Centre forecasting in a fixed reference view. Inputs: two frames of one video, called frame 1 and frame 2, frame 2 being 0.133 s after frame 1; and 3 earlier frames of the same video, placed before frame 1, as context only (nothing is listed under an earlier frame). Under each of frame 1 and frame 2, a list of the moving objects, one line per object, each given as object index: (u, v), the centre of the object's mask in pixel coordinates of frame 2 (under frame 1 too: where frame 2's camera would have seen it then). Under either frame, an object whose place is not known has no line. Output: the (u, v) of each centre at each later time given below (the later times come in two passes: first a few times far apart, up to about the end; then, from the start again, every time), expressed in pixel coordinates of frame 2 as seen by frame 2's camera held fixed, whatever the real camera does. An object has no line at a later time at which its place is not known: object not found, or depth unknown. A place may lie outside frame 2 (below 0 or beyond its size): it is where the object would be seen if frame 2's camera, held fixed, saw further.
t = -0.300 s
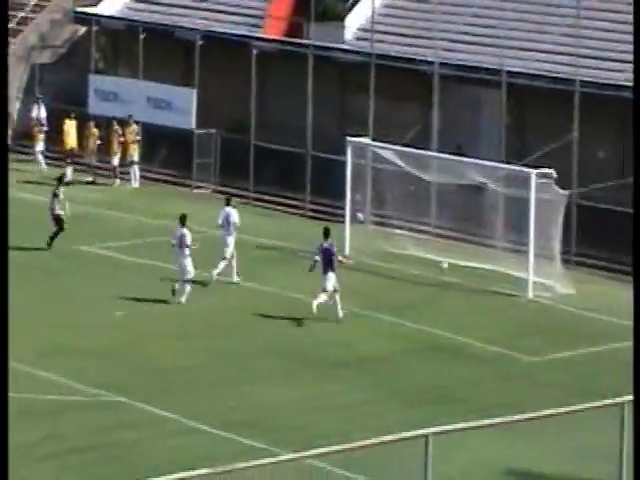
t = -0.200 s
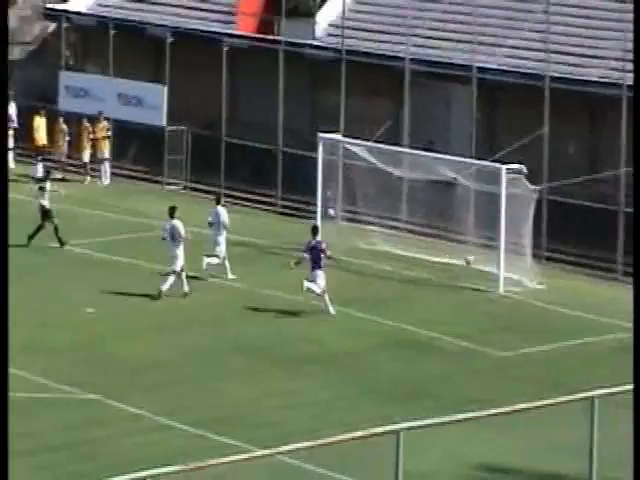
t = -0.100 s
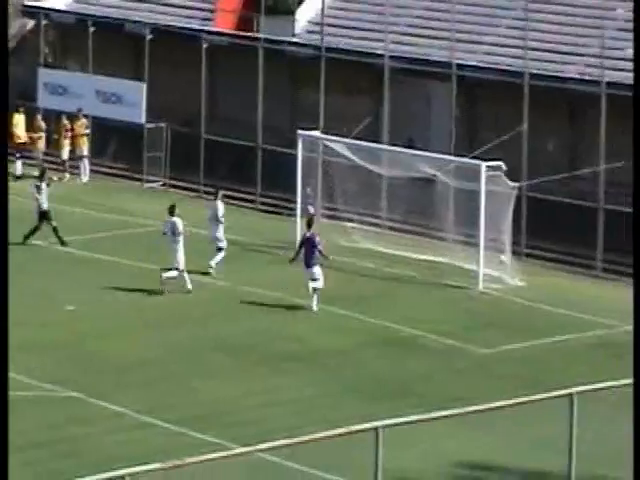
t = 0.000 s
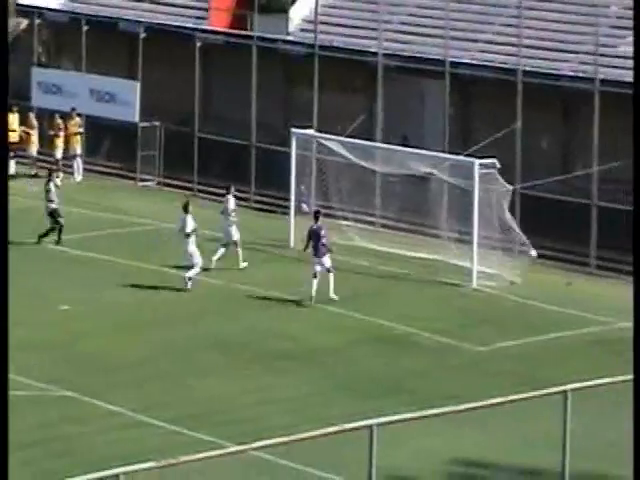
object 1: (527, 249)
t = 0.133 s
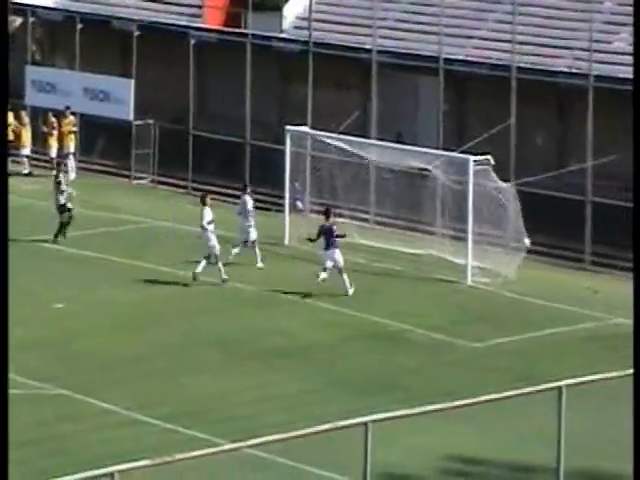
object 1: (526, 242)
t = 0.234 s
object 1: (518, 241)
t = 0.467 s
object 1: (494, 257)
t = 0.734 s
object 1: (483, 255)
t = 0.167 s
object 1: (523, 241)
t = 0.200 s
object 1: (520, 241)
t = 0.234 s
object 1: (518, 241)
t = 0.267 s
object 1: (515, 242)
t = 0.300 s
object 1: (512, 243)
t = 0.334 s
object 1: (509, 245)
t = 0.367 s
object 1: (506, 247)
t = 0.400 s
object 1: (502, 249)
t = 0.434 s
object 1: (499, 252)
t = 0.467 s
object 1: (494, 257)
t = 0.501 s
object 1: (493, 260)
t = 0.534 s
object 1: (489, 267)
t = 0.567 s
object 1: (487, 268)
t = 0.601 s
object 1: (487, 266)
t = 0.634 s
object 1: (483, 262)
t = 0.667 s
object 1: (485, 261)
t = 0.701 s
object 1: (483, 257)
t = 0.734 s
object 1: (483, 255)
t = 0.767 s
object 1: (482, 255)
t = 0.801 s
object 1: (481, 255)
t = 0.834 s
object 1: (481, 255)
